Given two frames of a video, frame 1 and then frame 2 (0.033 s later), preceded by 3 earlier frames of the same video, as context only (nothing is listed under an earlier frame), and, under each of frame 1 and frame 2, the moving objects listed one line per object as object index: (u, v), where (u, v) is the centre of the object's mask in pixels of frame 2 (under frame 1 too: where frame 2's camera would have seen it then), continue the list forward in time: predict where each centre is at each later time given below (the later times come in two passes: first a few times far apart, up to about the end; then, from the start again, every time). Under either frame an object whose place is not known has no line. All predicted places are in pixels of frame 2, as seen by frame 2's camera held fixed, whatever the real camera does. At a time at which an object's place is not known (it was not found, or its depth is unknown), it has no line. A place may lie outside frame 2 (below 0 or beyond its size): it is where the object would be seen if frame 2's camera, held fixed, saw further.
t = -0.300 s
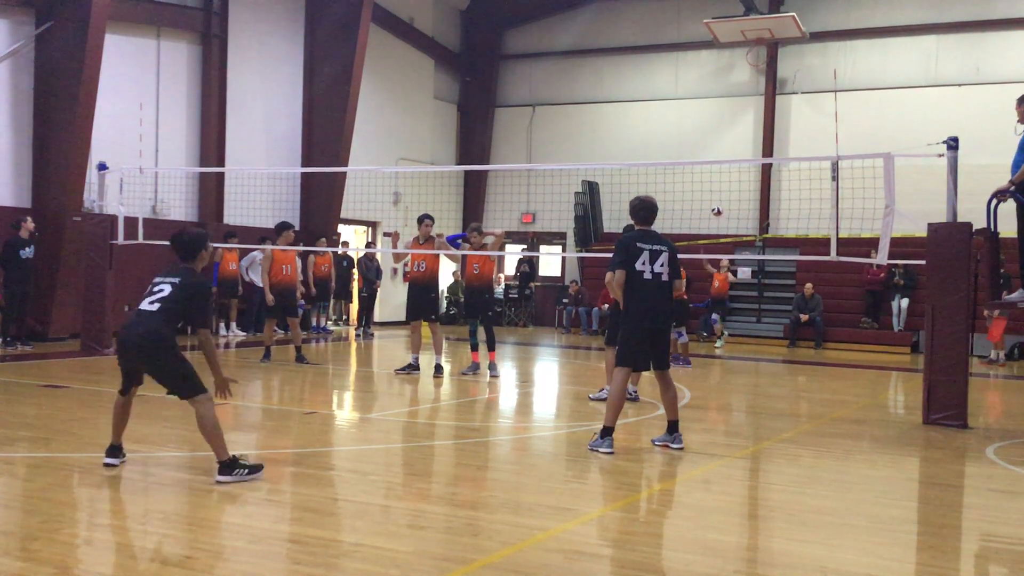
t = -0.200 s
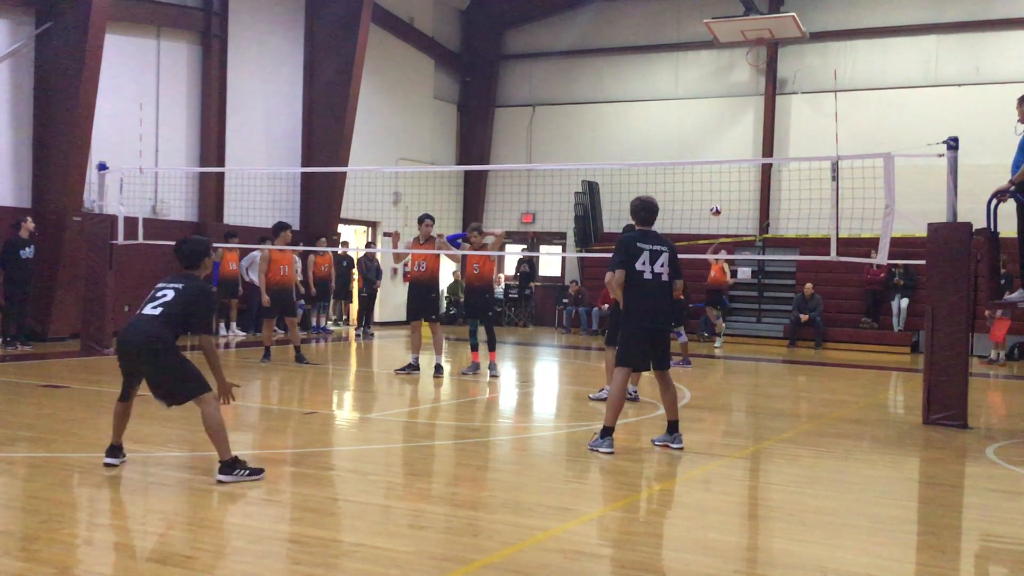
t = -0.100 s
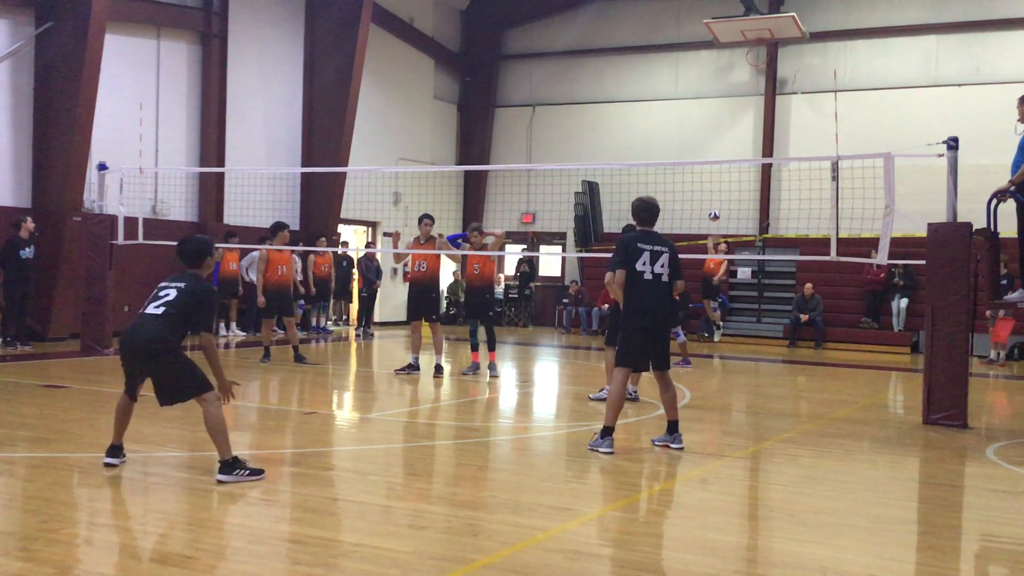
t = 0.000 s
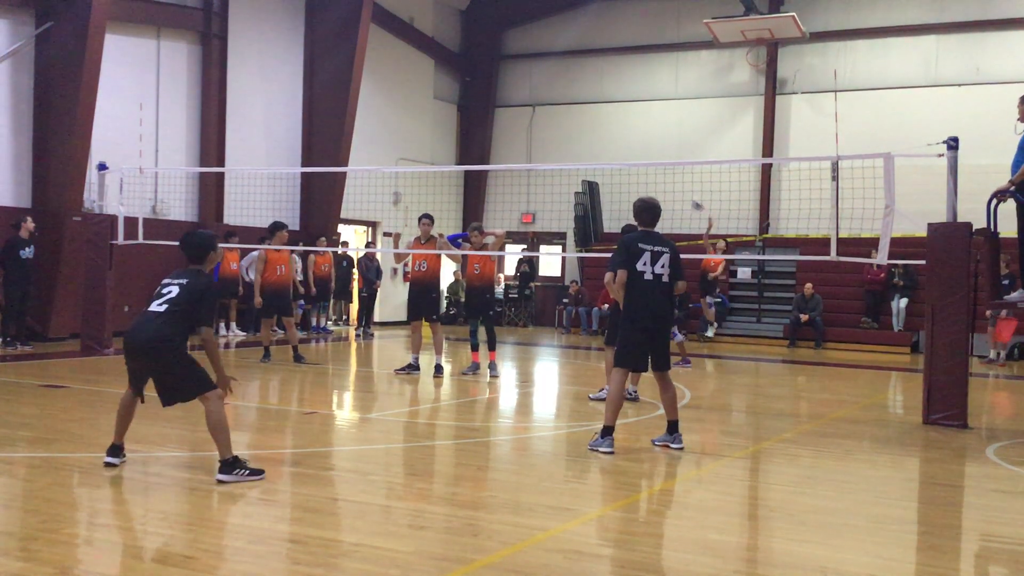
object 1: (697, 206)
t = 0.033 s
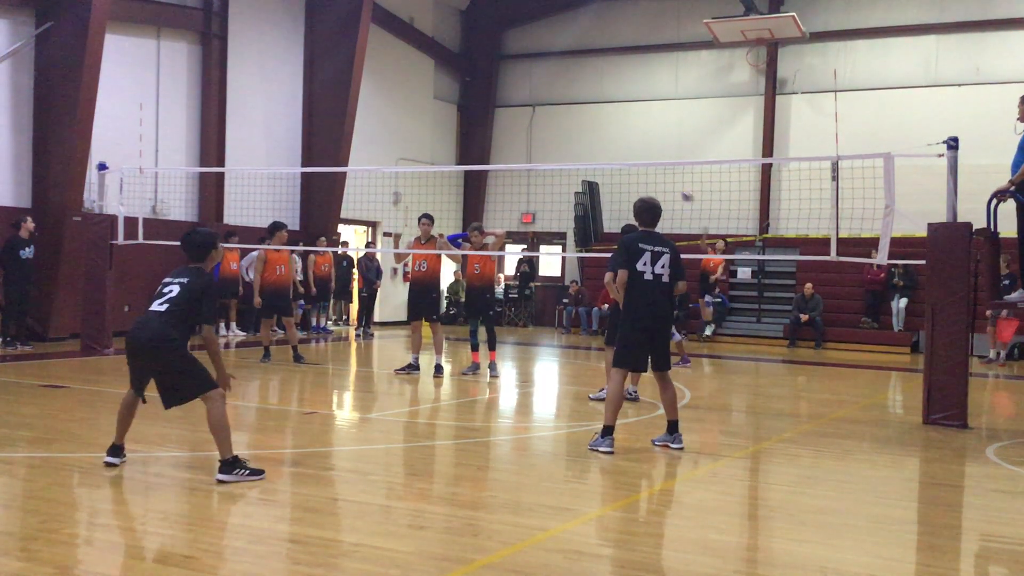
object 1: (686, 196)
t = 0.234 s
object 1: (619, 149)
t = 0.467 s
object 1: (521, 110)
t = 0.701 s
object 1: (387, 98)
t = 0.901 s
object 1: (228, 138)
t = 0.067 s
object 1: (676, 188)
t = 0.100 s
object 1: (665, 180)
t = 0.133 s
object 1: (654, 173)
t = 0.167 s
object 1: (643, 165)
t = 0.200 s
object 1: (631, 156)
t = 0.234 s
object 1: (619, 149)
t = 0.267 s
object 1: (607, 143)
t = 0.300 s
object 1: (594, 137)
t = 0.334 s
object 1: (581, 131)
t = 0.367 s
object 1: (567, 125)
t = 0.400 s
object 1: (552, 119)
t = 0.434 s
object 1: (537, 114)
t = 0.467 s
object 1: (521, 110)
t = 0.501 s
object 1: (503, 105)
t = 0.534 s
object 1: (487, 103)
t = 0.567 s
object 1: (469, 100)
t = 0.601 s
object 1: (450, 97)
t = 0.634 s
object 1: (430, 96)
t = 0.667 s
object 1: (409, 96)
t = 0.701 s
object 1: (387, 98)
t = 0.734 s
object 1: (364, 99)
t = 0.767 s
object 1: (339, 104)
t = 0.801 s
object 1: (316, 110)
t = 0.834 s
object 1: (287, 118)
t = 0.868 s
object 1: (259, 127)
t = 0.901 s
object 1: (228, 138)
